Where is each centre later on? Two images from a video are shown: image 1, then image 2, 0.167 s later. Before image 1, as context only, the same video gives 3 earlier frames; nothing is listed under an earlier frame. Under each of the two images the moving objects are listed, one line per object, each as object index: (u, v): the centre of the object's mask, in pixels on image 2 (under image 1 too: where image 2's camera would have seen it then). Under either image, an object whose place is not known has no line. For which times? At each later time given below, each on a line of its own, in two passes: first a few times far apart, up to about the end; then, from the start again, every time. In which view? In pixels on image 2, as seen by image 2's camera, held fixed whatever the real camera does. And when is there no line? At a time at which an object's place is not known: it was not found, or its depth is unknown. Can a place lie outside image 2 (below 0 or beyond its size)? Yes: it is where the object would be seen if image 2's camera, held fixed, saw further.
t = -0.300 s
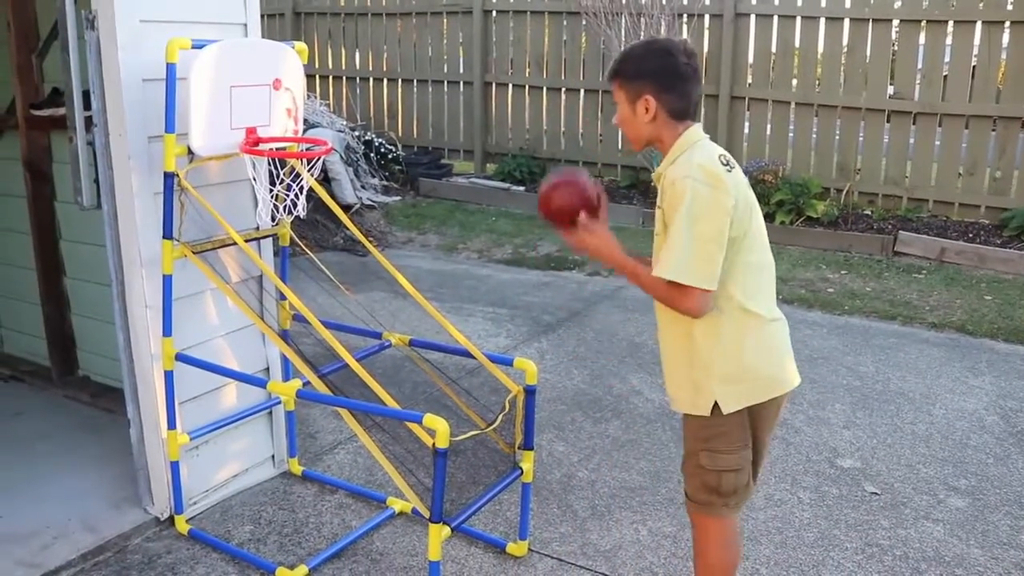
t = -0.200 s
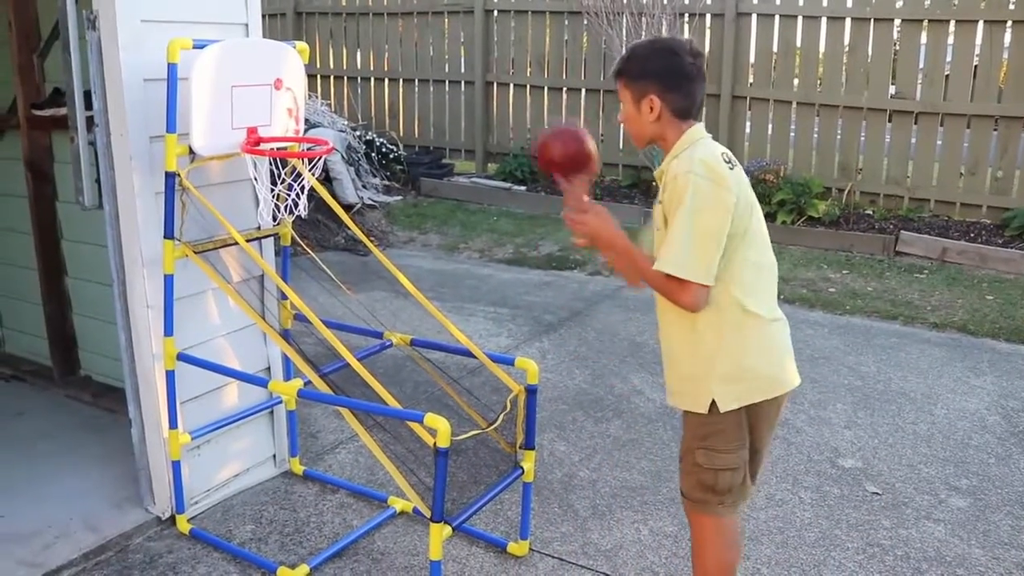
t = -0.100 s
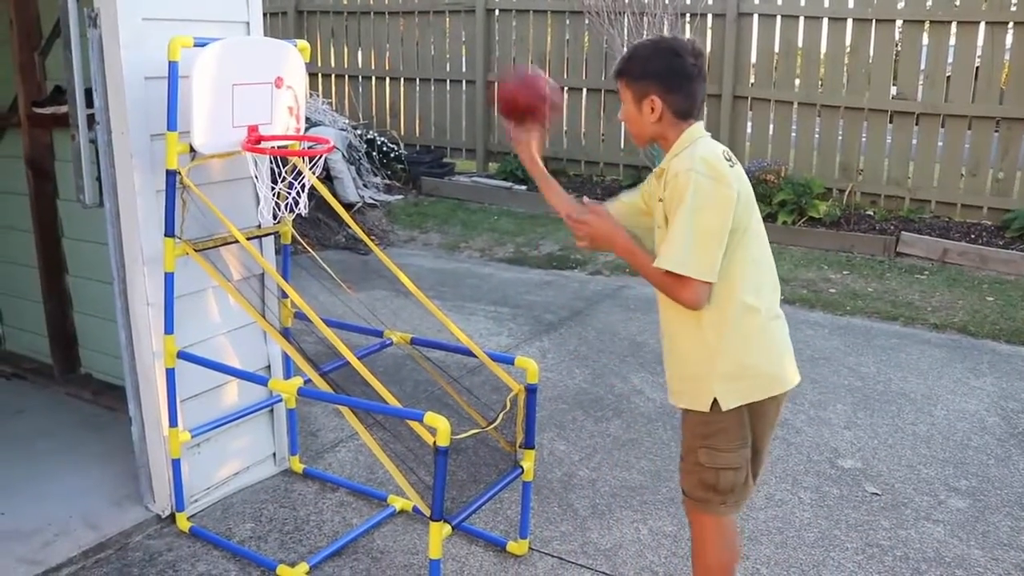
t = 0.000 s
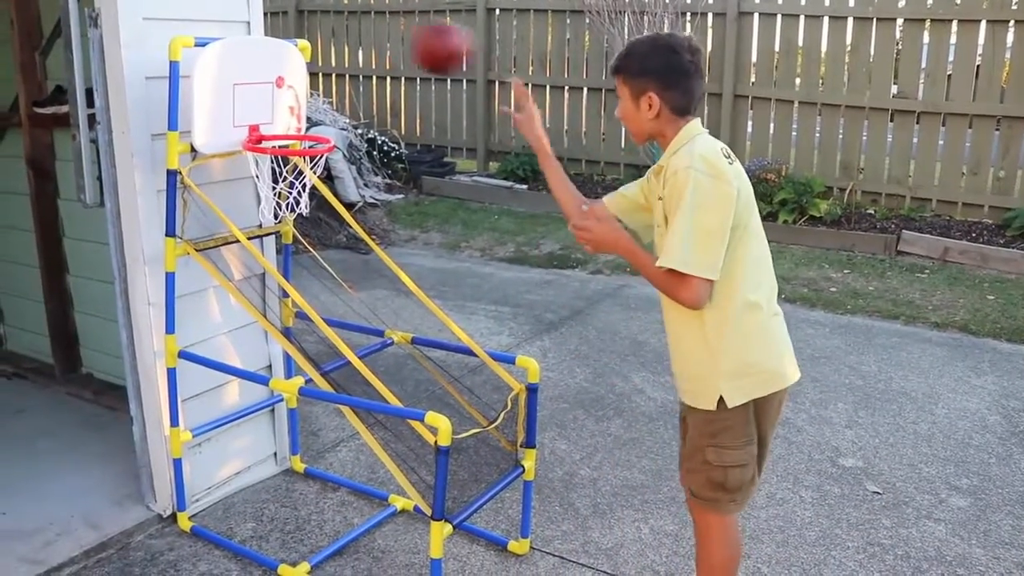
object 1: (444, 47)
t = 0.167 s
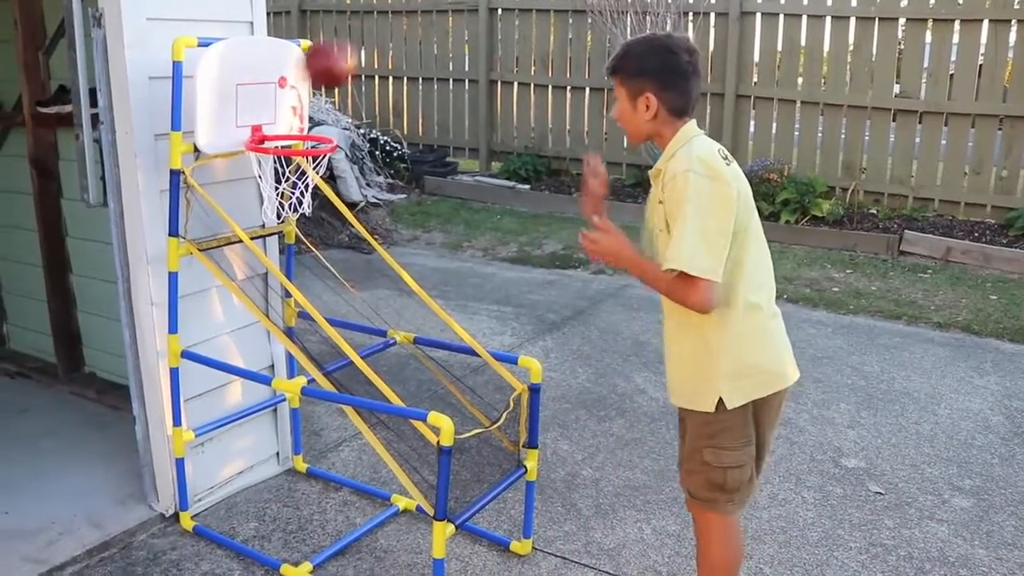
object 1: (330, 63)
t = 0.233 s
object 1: (288, 99)
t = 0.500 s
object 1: (277, 123)
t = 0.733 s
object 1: (265, 123)
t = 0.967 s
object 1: (296, 239)
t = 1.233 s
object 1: (408, 327)
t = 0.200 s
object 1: (307, 80)
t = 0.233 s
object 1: (288, 99)
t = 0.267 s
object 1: (296, 114)
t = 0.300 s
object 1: (302, 127)
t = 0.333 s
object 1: (307, 137)
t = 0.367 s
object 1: (305, 146)
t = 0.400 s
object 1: (299, 147)
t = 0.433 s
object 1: (292, 142)
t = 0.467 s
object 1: (283, 133)
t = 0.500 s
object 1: (277, 123)
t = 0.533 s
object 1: (271, 118)
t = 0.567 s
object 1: (266, 117)
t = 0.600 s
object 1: (261, 118)
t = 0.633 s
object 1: (257, 119)
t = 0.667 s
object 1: (258, 119)
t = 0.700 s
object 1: (261, 120)
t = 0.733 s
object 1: (265, 123)
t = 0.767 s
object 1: (268, 129)
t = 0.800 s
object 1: (275, 144)
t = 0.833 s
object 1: (276, 166)
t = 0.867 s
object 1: (282, 175)
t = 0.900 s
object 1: (289, 193)
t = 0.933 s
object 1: (292, 213)
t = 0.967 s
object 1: (296, 239)
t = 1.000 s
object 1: (302, 264)
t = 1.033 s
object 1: (310, 280)
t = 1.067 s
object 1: (321, 287)
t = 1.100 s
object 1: (335, 291)
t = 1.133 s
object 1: (351, 294)
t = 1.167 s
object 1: (369, 301)
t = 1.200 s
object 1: (390, 313)
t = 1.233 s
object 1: (408, 327)
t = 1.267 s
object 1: (427, 351)
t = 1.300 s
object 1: (448, 376)
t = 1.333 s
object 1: (466, 400)
